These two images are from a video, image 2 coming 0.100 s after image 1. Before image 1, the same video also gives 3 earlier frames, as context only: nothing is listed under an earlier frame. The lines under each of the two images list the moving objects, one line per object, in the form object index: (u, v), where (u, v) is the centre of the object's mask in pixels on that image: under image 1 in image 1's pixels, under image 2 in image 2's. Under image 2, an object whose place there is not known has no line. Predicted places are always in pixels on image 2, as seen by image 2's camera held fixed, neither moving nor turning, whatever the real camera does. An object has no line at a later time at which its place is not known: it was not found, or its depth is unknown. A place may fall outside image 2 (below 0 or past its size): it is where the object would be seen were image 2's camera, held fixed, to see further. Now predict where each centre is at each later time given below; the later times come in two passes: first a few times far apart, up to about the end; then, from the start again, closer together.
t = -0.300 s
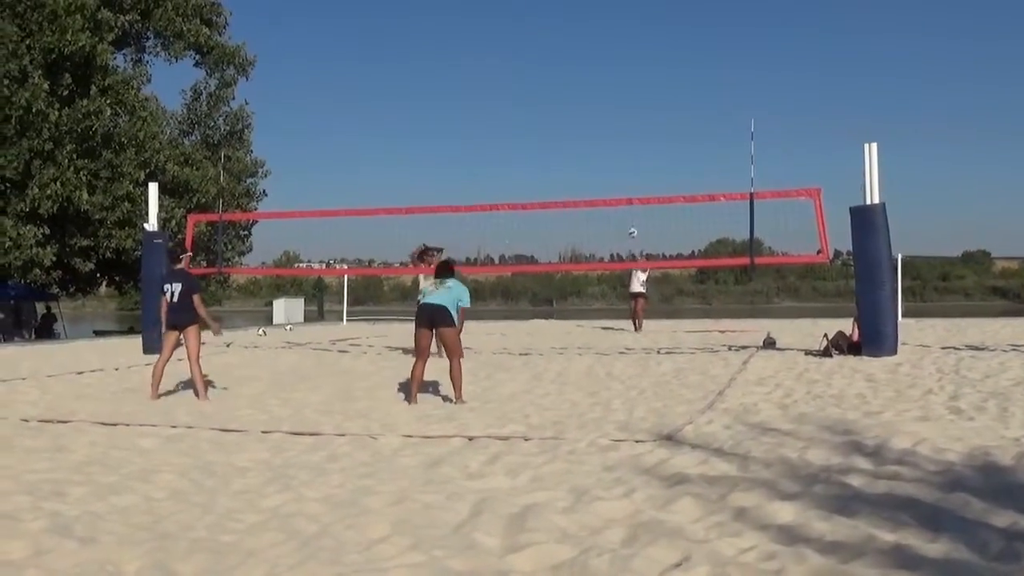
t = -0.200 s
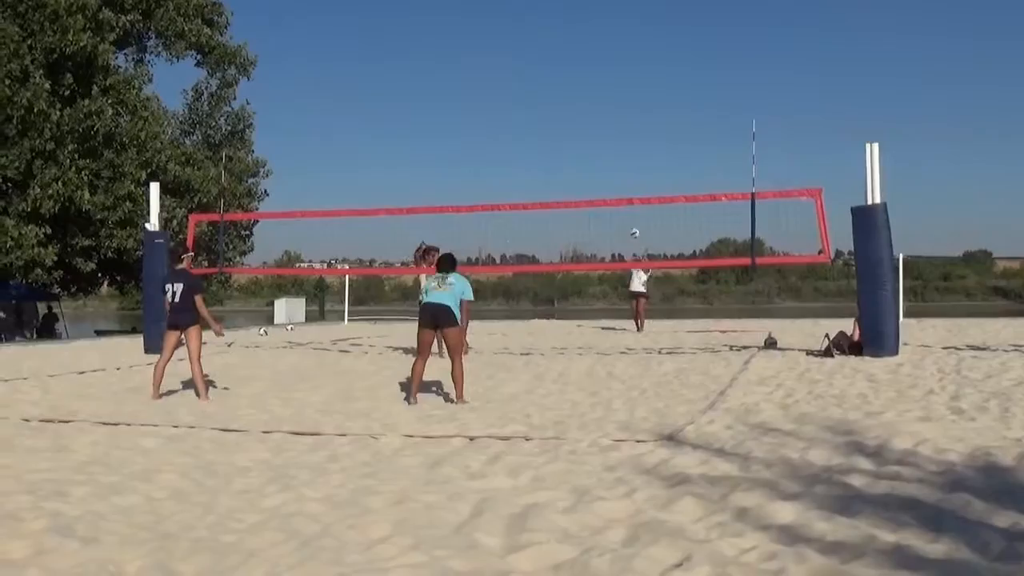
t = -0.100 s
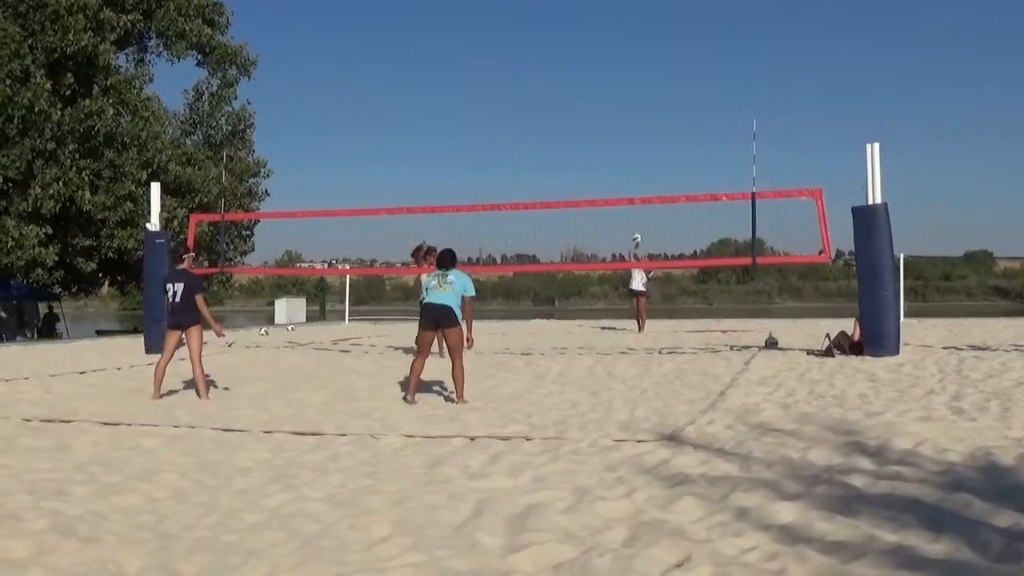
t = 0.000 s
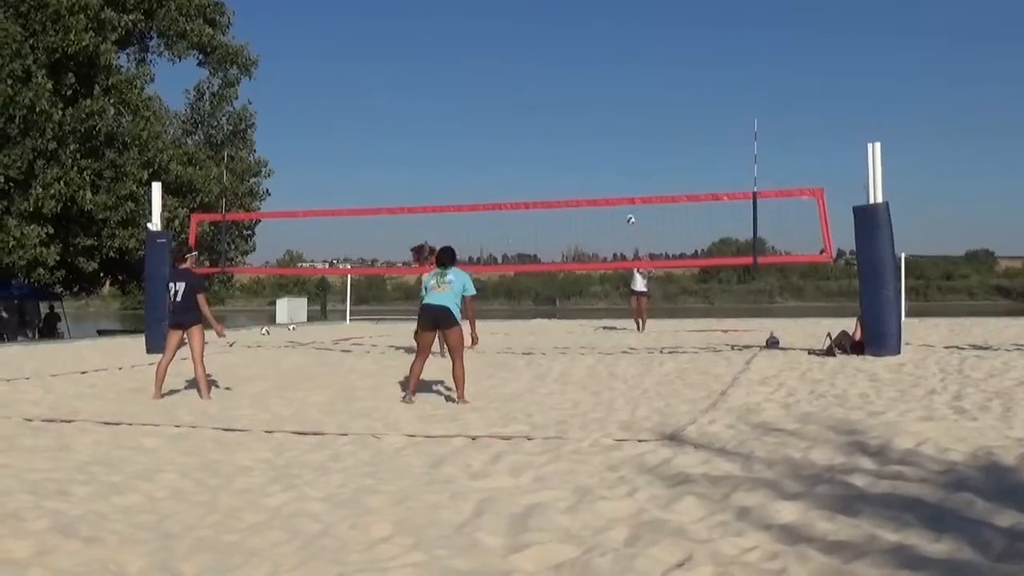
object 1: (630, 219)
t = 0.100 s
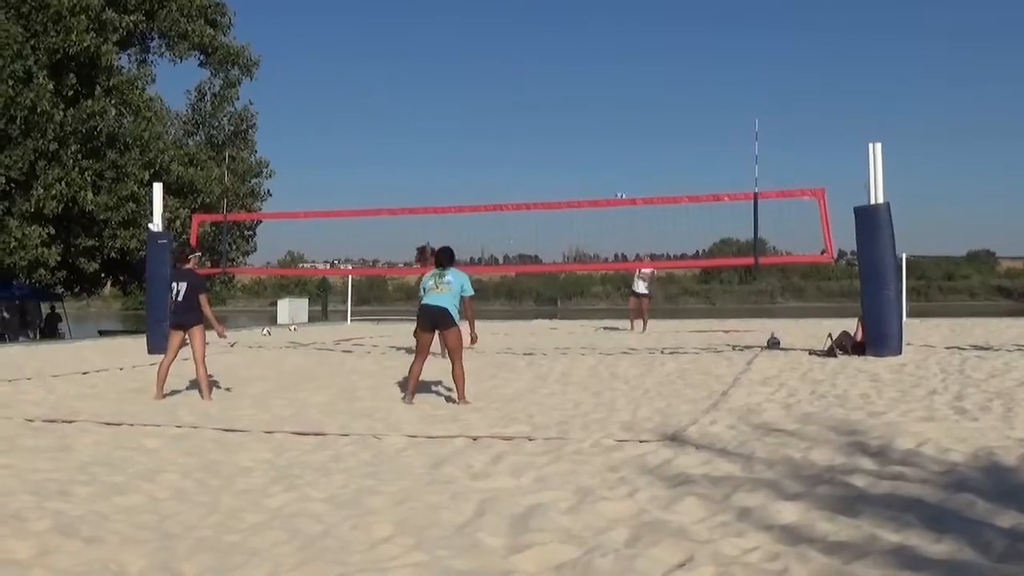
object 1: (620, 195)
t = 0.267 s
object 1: (603, 168)
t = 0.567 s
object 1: (568, 138)
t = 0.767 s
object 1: (537, 150)
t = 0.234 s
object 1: (607, 173)
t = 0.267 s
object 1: (603, 168)
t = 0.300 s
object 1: (599, 162)
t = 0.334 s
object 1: (596, 158)
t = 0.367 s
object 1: (593, 153)
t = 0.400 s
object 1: (590, 149)
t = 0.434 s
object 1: (586, 147)
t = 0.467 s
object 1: (582, 143)
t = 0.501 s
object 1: (577, 141)
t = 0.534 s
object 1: (573, 139)
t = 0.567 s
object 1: (568, 138)
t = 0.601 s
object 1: (563, 137)
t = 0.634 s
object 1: (559, 138)
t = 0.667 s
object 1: (553, 140)
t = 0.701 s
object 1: (548, 143)
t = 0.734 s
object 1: (542, 146)
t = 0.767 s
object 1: (537, 150)
